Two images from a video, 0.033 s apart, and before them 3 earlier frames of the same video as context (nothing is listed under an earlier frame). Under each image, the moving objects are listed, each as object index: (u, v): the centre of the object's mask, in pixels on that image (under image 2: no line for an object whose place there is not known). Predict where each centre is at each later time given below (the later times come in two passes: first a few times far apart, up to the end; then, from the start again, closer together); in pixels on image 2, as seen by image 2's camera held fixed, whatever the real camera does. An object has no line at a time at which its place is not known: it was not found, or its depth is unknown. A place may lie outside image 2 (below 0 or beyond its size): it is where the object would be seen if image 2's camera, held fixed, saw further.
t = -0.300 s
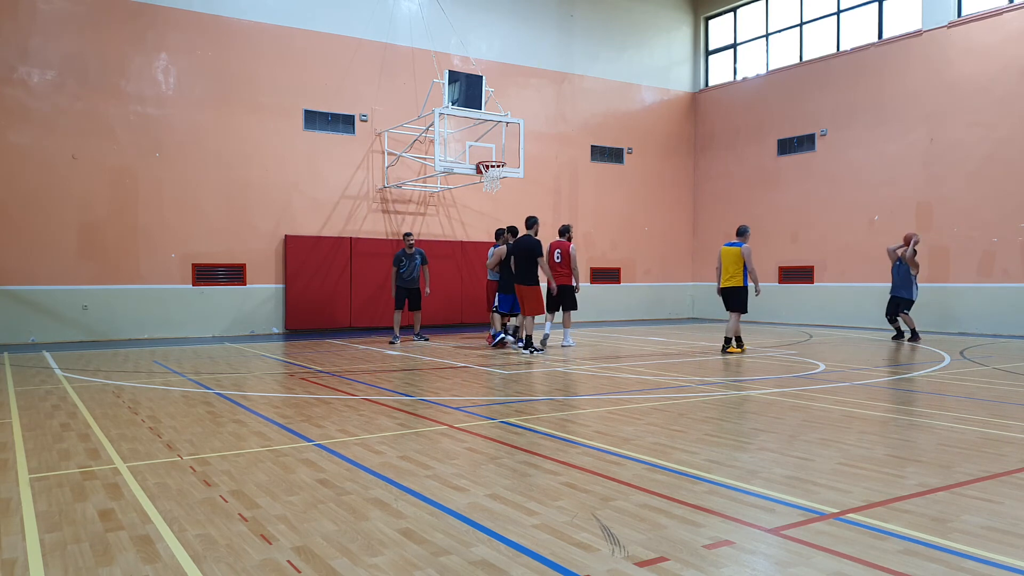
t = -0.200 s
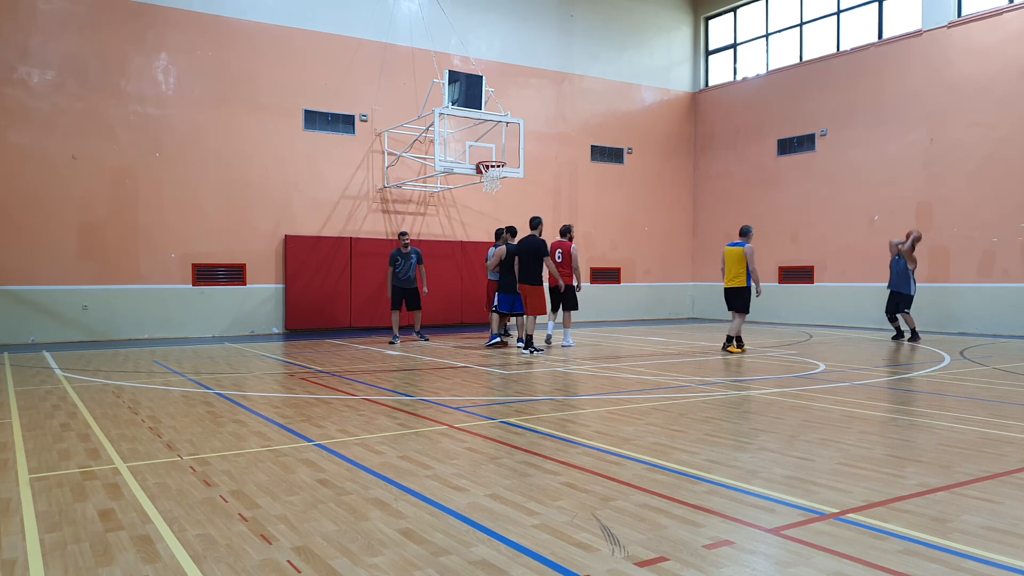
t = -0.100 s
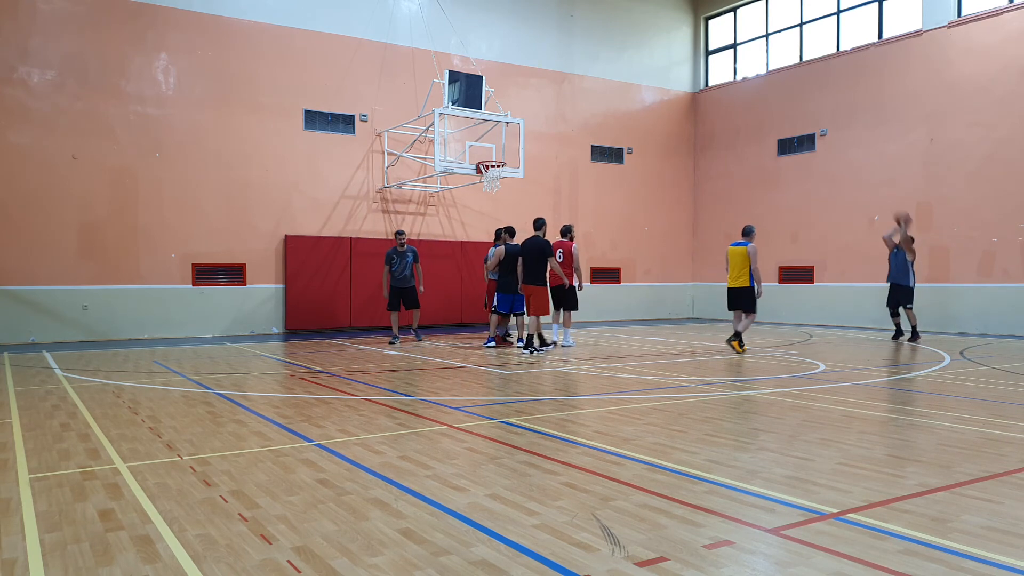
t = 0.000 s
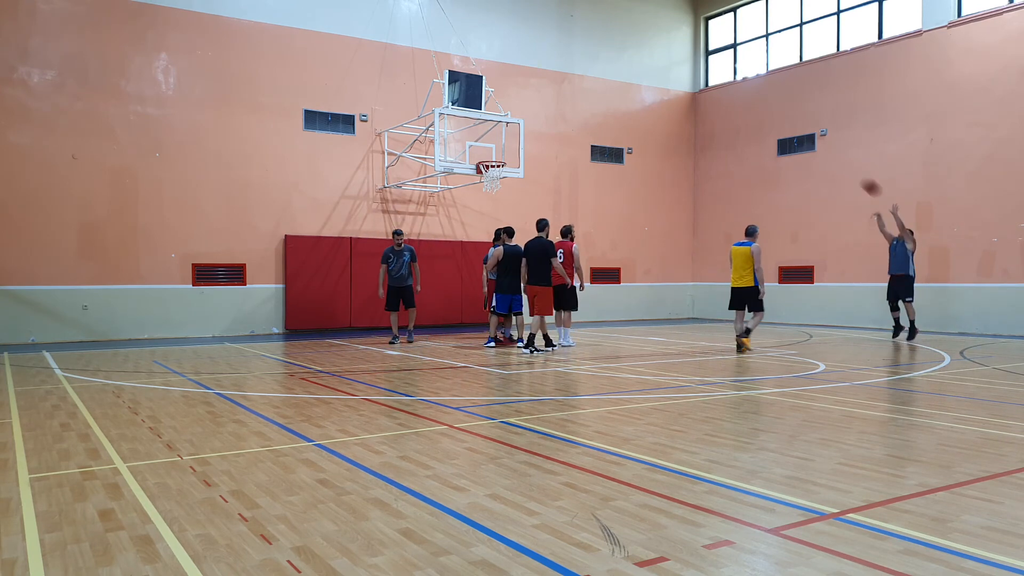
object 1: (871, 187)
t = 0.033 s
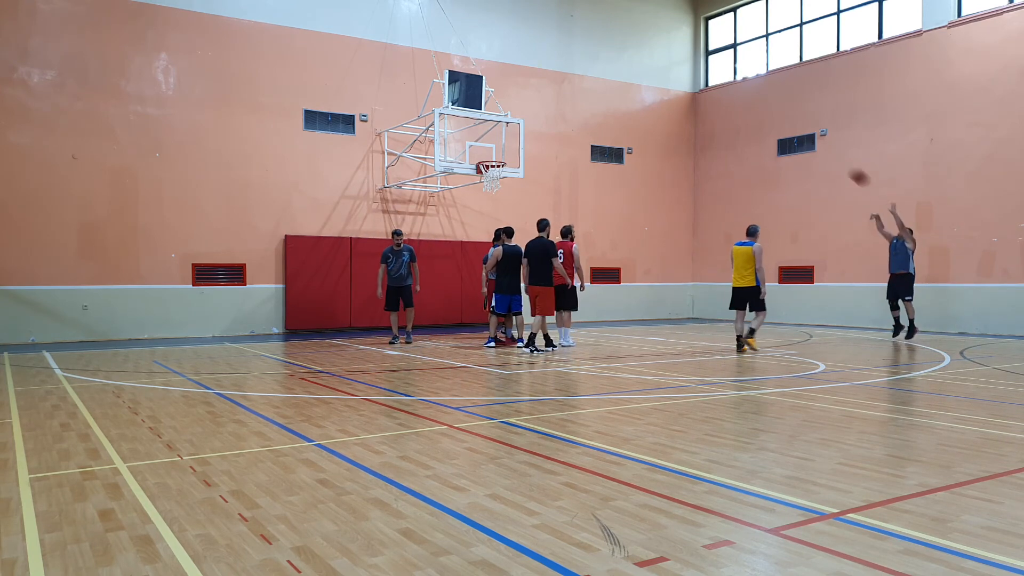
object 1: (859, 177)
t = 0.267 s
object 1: (775, 122)
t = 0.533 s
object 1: (680, 98)
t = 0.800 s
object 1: (589, 113)
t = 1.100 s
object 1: (525, 154)
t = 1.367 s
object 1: (589, 148)
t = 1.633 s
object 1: (652, 180)
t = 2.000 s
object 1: (732, 281)
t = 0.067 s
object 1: (847, 167)
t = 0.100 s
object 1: (834, 158)
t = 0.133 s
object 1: (823, 150)
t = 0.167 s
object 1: (811, 140)
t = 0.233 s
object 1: (786, 128)
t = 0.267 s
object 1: (775, 122)
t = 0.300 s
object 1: (763, 117)
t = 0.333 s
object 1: (751, 113)
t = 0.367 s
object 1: (739, 109)
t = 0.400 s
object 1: (727, 105)
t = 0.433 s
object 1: (716, 102)
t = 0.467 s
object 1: (705, 101)
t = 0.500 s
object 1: (692, 98)
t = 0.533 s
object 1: (680, 98)
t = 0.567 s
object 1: (670, 97)
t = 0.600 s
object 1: (658, 98)
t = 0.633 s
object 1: (646, 99)
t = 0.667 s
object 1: (634, 101)
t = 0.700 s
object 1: (623, 103)
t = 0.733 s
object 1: (611, 106)
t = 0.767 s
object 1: (600, 109)
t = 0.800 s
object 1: (589, 113)
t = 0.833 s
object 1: (578, 118)
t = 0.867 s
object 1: (566, 124)
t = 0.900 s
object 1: (555, 130)
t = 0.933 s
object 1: (544, 136)
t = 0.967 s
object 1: (534, 143)
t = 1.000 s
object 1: (523, 151)
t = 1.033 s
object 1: (512, 158)
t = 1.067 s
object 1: (515, 157)
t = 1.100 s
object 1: (525, 154)
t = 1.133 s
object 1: (532, 151)
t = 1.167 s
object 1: (540, 149)
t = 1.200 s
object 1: (549, 147)
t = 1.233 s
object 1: (557, 146)
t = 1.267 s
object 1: (565, 146)
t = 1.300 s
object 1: (573, 146)
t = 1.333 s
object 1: (581, 147)
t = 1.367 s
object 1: (589, 148)
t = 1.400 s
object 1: (598, 150)
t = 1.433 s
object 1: (606, 152)
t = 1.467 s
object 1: (614, 155)
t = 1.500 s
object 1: (621, 159)
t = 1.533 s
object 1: (629, 164)
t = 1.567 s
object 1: (636, 169)
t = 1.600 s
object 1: (644, 174)
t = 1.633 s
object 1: (652, 180)
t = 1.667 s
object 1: (659, 186)
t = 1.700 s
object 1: (667, 194)
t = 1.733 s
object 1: (674, 201)
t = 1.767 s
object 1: (682, 210)
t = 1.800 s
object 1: (690, 219)
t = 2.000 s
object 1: (732, 281)
